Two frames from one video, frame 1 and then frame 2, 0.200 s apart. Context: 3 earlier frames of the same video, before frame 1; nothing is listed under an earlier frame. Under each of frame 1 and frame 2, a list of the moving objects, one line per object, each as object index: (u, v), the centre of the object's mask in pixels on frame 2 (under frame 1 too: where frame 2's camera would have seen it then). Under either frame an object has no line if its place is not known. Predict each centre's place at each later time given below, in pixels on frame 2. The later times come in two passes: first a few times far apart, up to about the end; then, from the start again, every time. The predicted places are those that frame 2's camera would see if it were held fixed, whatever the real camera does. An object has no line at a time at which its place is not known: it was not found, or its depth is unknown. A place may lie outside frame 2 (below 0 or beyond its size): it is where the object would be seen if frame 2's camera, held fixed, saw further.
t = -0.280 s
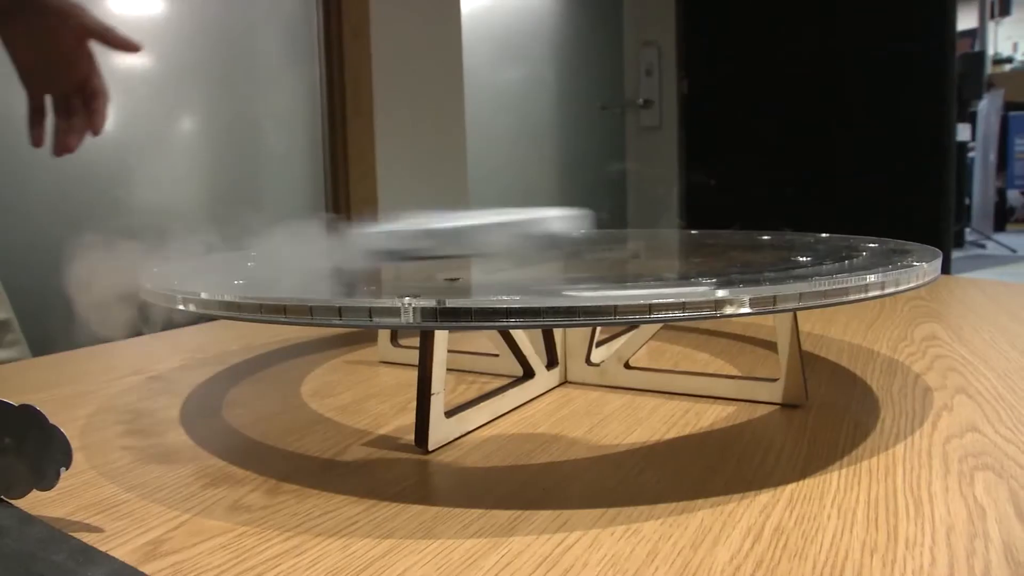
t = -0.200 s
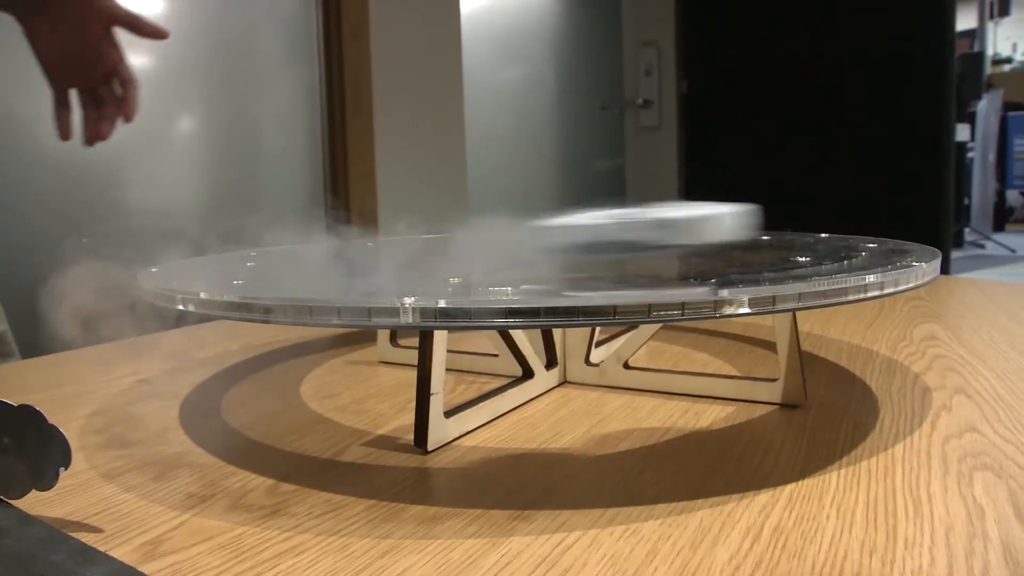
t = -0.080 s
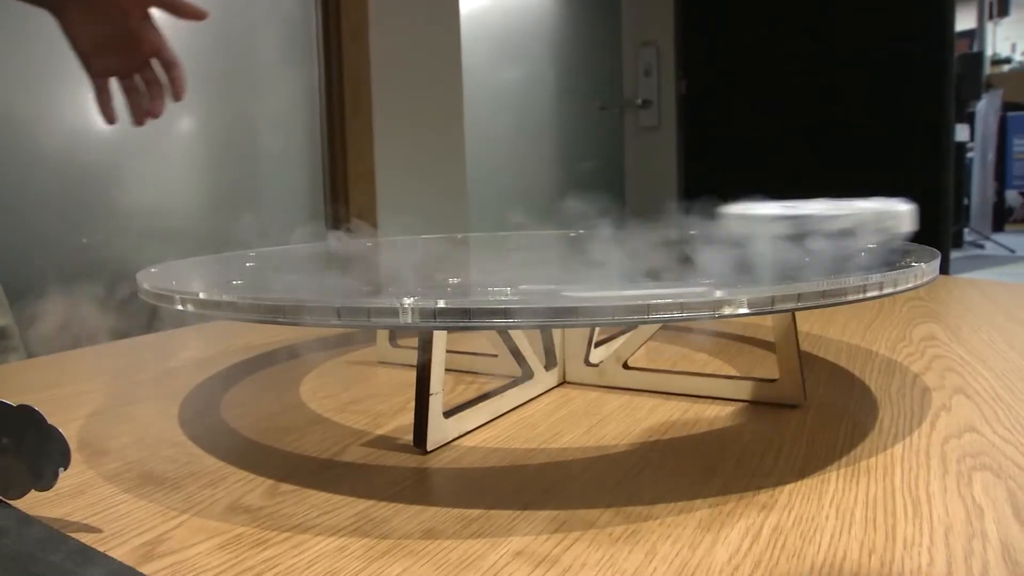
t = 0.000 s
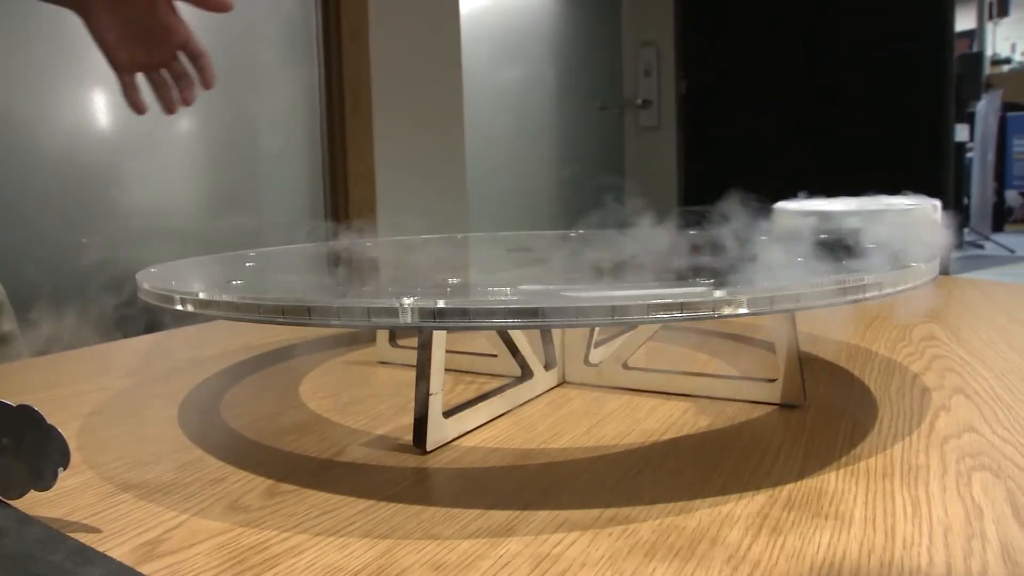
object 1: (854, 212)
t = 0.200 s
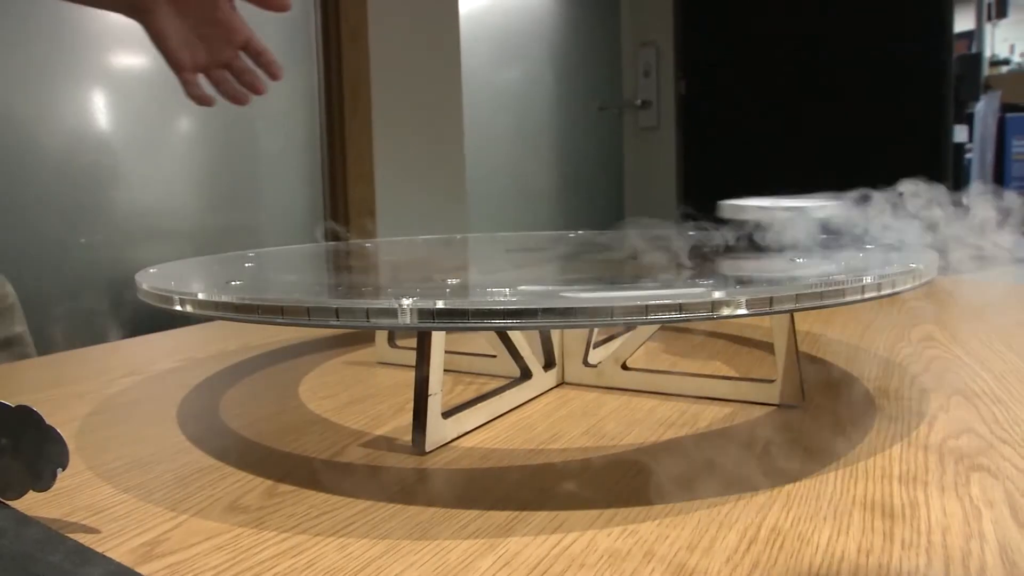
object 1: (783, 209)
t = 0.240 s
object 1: (746, 207)
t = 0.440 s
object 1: (582, 209)
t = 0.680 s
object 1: (366, 219)
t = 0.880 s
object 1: (233, 227)
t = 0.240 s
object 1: (746, 207)
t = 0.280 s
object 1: (726, 207)
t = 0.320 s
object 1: (686, 209)
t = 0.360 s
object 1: (652, 210)
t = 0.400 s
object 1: (618, 210)
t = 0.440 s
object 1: (582, 209)
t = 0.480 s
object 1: (548, 211)
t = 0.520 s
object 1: (506, 213)
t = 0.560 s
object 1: (470, 214)
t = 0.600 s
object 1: (435, 214)
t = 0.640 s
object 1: (401, 215)
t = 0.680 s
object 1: (366, 219)
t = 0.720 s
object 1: (335, 220)
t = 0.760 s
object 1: (307, 221)
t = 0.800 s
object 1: (278, 221)
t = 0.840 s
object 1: (252, 224)
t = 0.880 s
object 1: (233, 227)
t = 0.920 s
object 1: (218, 227)
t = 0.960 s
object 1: (210, 230)
